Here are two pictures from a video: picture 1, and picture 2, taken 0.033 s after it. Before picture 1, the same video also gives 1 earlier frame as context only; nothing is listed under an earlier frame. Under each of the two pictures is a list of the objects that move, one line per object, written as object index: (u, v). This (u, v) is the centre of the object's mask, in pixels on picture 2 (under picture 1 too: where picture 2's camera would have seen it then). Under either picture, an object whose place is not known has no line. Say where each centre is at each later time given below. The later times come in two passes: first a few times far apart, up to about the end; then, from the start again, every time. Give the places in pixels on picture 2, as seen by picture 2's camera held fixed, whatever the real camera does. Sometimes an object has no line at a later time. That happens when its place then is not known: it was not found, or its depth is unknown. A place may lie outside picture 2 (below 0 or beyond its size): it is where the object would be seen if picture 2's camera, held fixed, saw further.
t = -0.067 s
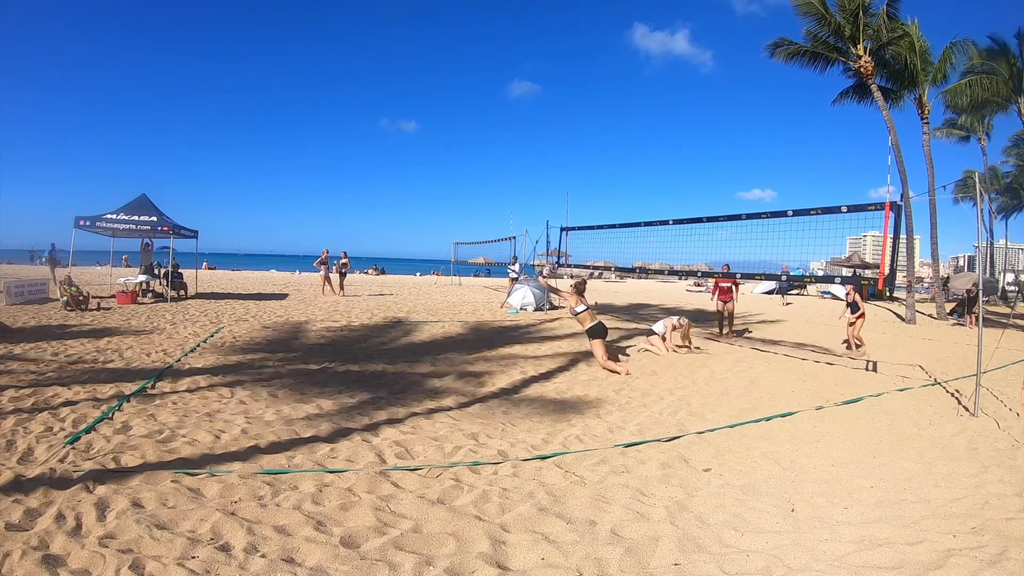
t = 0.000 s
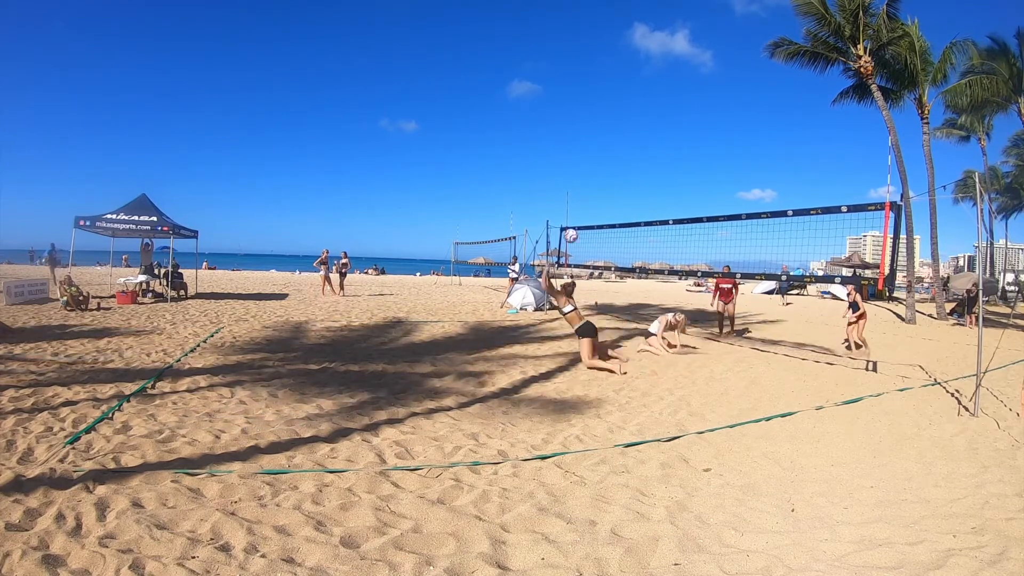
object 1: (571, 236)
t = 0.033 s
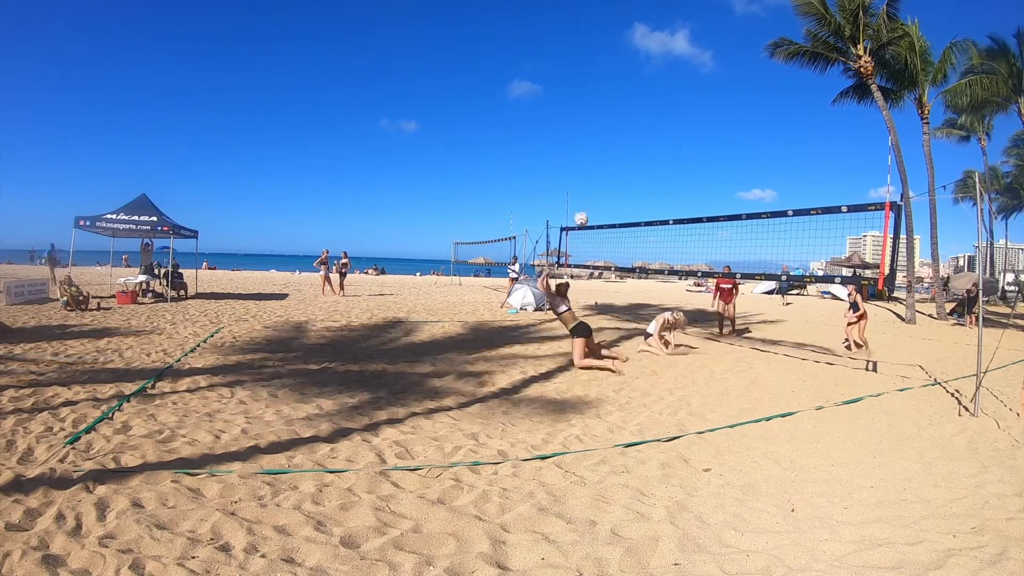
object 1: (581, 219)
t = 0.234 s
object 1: (640, 141)
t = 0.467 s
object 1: (701, 90)
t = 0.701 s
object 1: (754, 77)
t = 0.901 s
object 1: (796, 90)
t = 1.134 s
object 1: (840, 132)
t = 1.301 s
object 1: (867, 179)
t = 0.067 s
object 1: (591, 204)
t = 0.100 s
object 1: (601, 189)
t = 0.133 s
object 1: (611, 176)
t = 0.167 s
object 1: (621, 163)
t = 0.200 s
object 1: (631, 152)
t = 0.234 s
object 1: (640, 141)
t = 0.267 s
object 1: (649, 131)
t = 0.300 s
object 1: (658, 122)
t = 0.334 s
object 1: (667, 114)
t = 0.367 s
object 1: (676, 107)
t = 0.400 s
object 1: (684, 100)
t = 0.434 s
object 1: (693, 95)
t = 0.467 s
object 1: (701, 90)
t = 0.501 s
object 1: (709, 86)
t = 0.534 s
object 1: (717, 83)
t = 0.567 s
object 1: (724, 80)
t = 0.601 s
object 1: (732, 78)
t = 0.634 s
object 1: (739, 77)
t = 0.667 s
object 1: (747, 77)
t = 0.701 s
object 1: (754, 77)
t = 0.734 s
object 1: (761, 78)
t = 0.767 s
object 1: (768, 79)
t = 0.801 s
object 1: (775, 81)
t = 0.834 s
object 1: (782, 83)
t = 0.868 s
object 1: (789, 87)
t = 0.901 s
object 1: (796, 90)
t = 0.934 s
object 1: (802, 95)
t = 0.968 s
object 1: (809, 100)
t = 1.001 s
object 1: (815, 105)
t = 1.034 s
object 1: (821, 111)
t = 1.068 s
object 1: (828, 118)
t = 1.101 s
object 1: (834, 125)
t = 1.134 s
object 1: (840, 132)
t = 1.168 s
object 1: (845, 141)
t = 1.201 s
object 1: (851, 150)
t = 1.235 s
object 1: (857, 159)
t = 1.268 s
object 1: (862, 169)
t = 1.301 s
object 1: (867, 179)
